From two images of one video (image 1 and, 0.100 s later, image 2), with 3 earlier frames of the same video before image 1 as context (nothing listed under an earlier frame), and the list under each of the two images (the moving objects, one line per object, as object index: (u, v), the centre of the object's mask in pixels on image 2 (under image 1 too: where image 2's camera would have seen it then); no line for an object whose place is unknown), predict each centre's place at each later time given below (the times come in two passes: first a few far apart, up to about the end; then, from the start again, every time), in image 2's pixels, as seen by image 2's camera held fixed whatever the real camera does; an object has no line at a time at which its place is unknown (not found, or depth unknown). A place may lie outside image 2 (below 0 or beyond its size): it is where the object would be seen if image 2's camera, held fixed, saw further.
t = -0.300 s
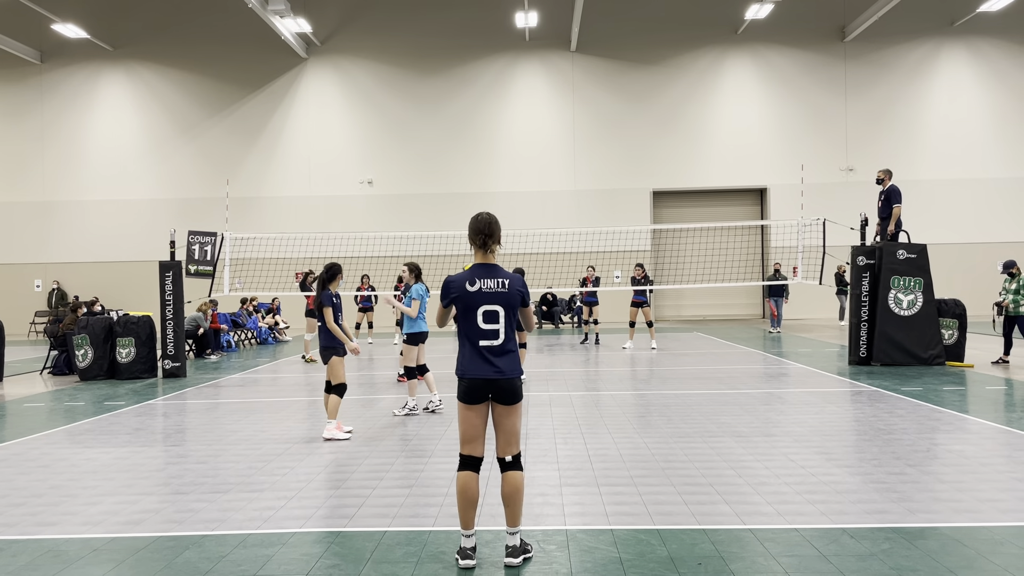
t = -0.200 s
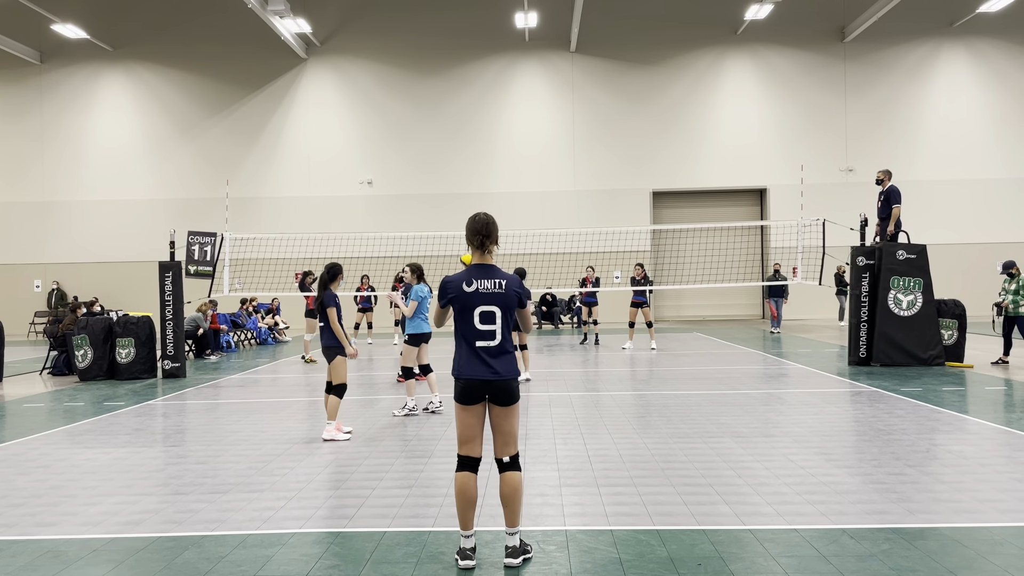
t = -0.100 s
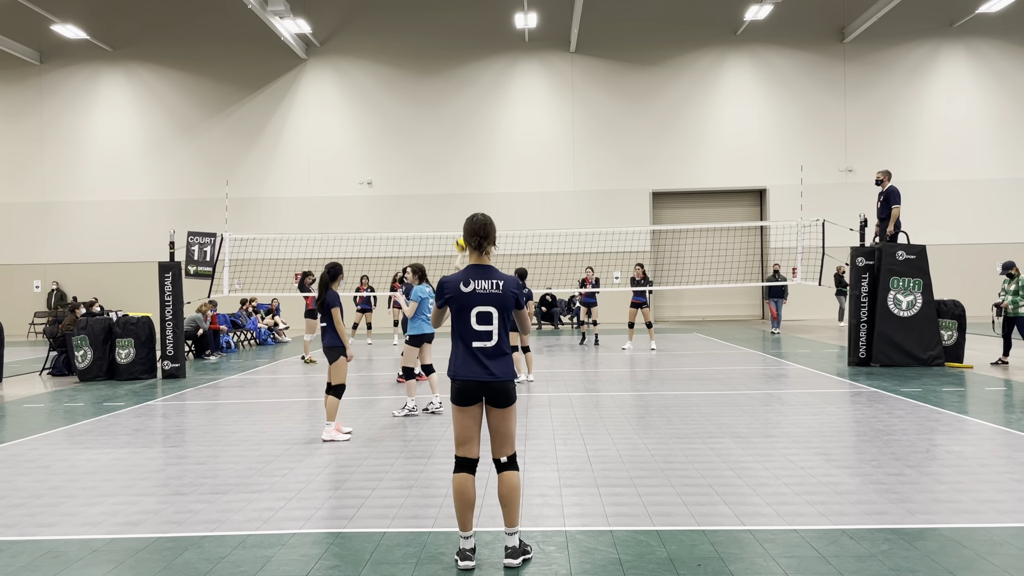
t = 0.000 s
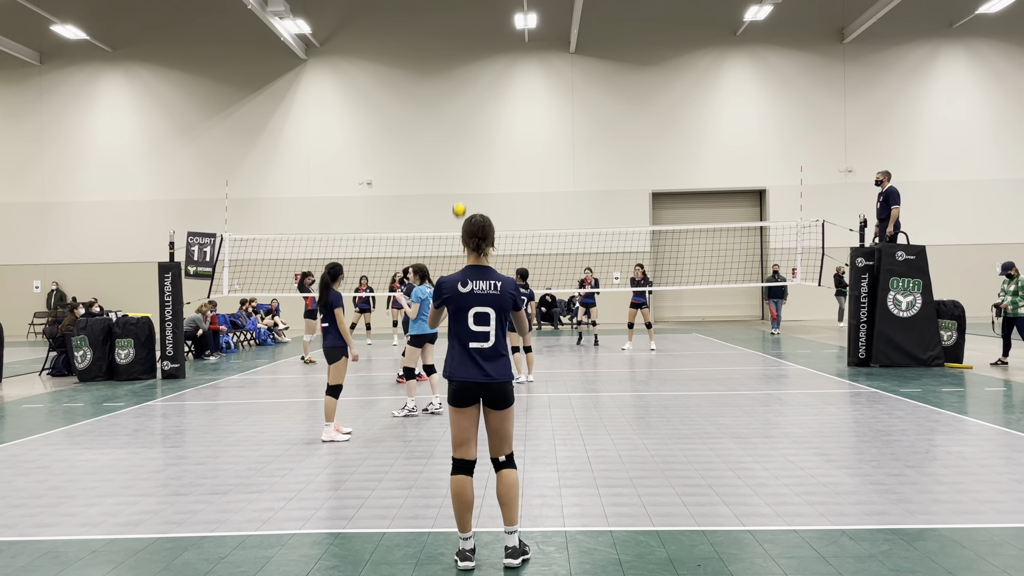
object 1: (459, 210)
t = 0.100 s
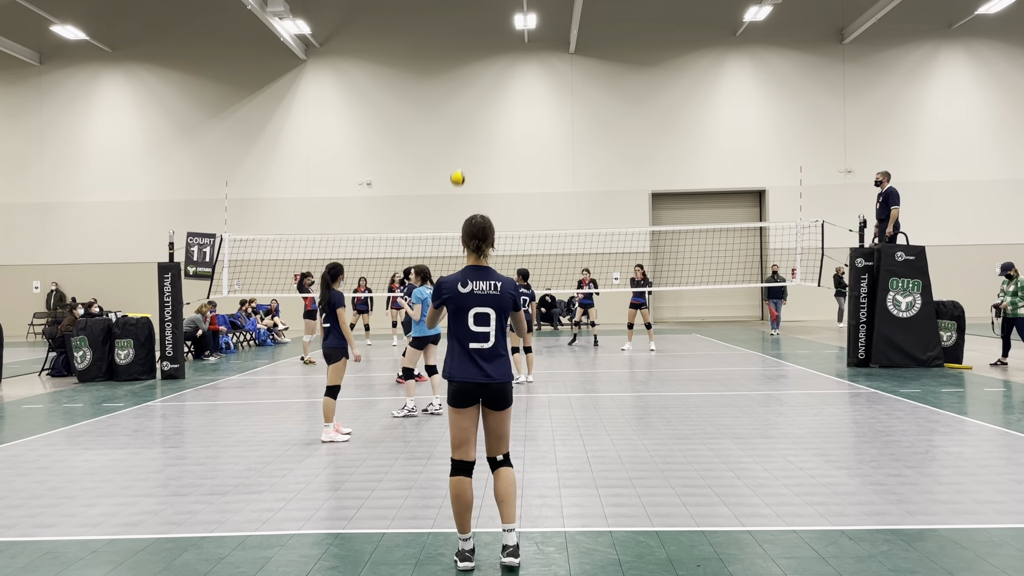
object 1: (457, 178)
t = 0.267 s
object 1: (457, 131)
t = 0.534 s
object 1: (458, 88)
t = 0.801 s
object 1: (468, 110)
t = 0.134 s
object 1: (458, 167)
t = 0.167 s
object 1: (458, 158)
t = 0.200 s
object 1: (458, 148)
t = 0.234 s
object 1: (457, 139)
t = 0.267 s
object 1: (457, 131)
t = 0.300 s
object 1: (457, 123)
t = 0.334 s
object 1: (457, 116)
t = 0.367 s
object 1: (457, 109)
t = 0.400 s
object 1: (457, 103)
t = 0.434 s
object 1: (458, 98)
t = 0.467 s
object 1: (458, 94)
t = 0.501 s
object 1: (458, 90)
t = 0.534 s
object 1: (458, 88)
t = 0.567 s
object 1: (459, 86)
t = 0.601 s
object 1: (460, 85)
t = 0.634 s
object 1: (461, 86)
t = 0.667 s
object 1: (462, 88)
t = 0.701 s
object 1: (463, 91)
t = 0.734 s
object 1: (465, 95)
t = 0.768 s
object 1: (466, 102)
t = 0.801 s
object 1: (468, 110)
